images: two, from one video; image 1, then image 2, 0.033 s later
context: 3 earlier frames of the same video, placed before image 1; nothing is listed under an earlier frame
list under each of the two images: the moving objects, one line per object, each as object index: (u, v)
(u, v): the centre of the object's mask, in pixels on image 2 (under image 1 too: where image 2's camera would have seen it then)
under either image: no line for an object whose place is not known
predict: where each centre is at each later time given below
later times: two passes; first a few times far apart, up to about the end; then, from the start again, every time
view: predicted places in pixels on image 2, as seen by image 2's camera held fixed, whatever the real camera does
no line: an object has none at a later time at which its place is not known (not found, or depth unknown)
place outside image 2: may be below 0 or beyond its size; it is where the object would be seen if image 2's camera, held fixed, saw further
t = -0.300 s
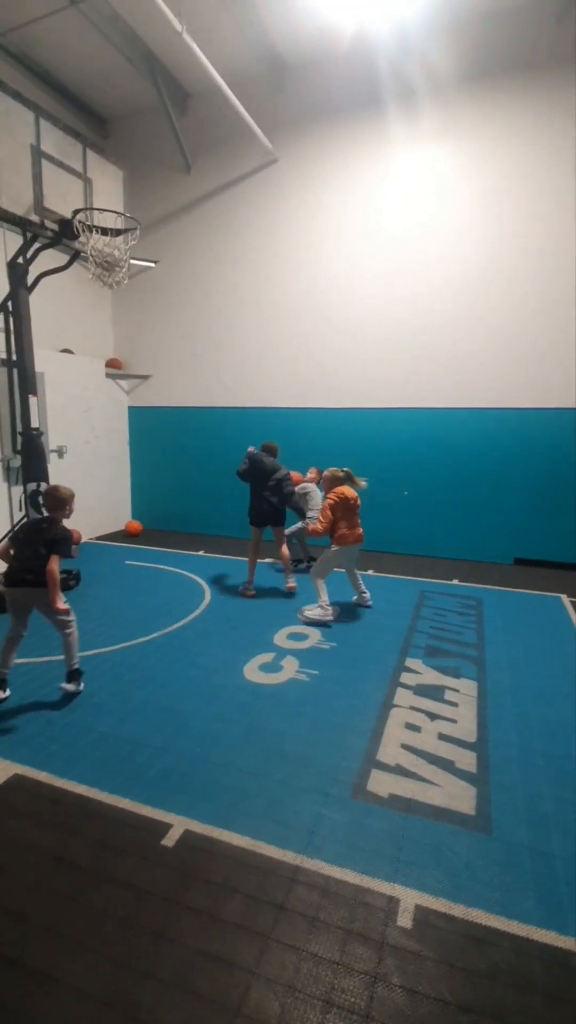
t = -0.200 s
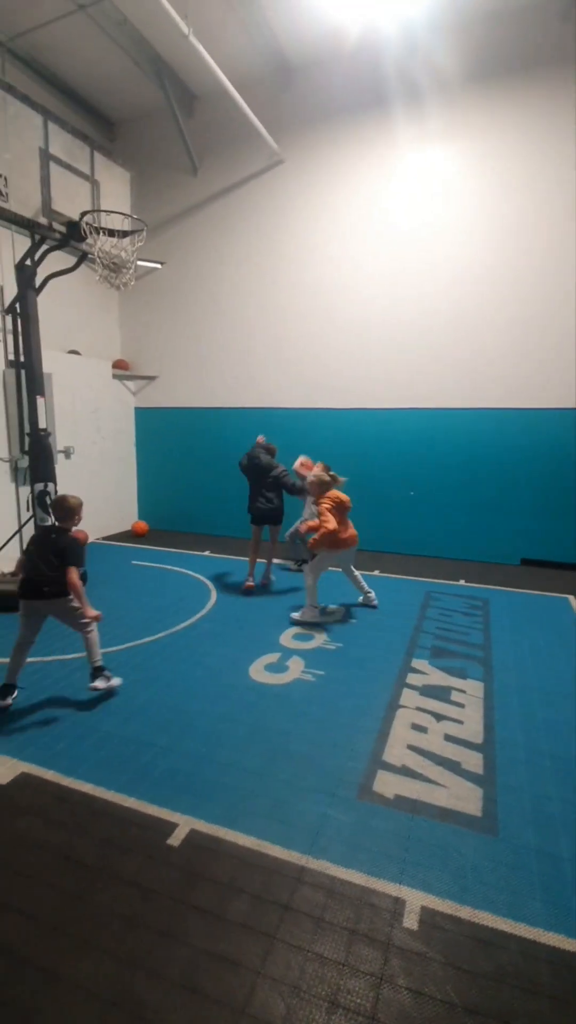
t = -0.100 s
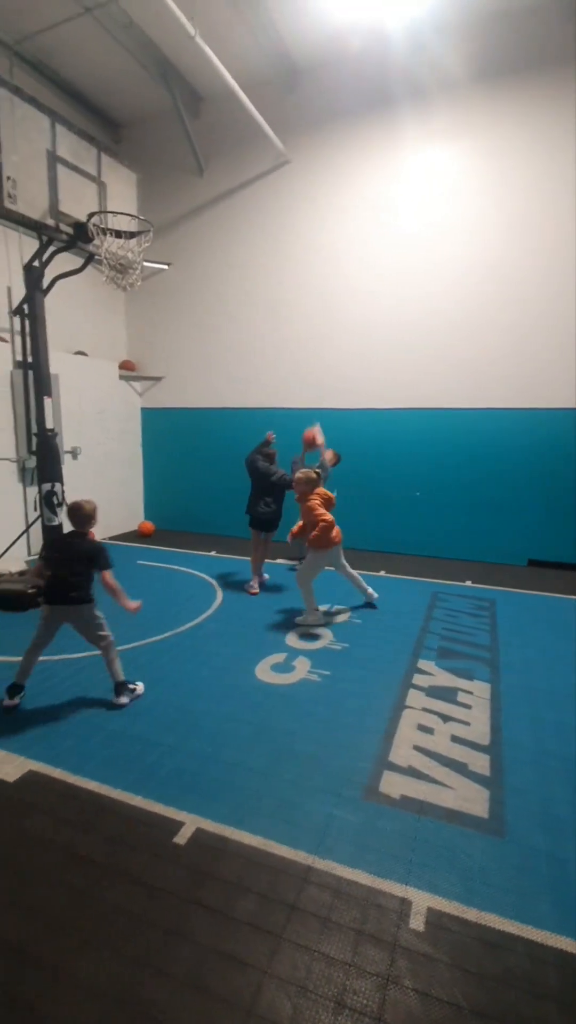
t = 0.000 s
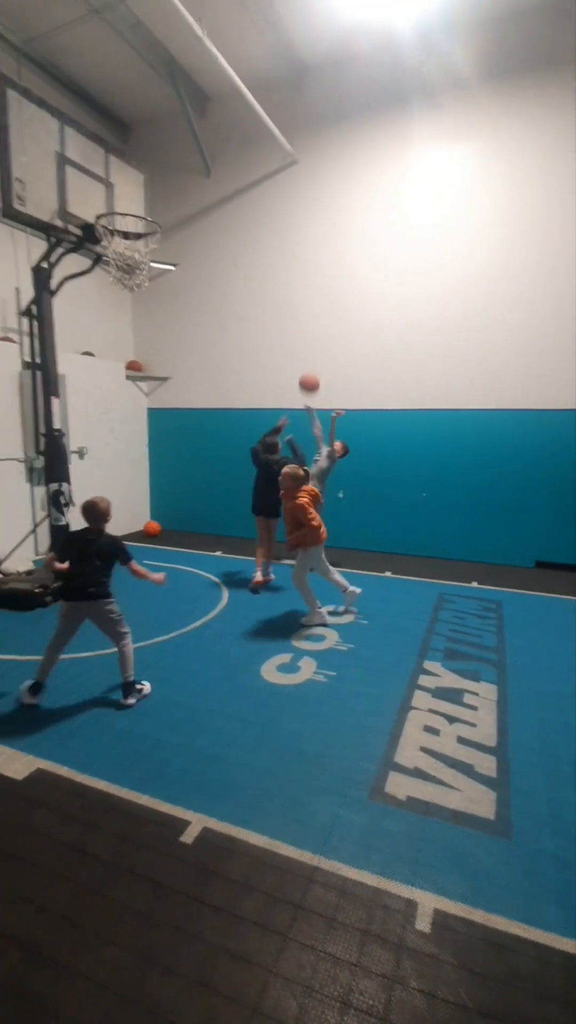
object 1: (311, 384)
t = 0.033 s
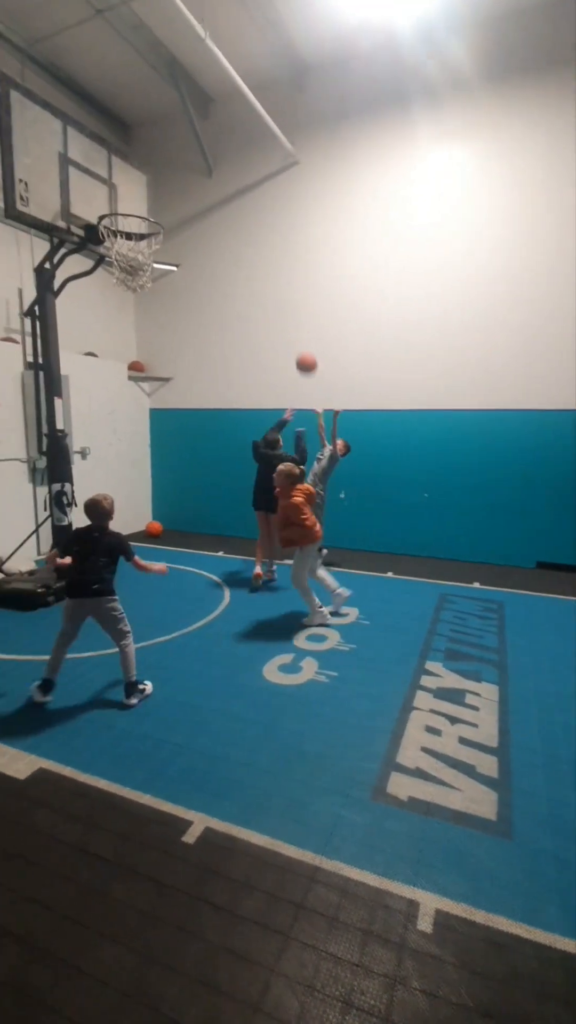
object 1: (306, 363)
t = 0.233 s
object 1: (275, 253)
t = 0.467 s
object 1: (230, 156)
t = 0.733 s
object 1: (164, 118)
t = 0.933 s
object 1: (106, 159)
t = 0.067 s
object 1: (301, 344)
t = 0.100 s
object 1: (297, 325)
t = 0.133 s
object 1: (291, 307)
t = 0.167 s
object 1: (286, 287)
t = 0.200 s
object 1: (281, 270)
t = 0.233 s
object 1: (275, 253)
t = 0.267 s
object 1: (269, 237)
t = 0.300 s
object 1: (263, 221)
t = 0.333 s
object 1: (257, 206)
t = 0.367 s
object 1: (250, 191)
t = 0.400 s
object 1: (244, 179)
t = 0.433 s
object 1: (237, 167)
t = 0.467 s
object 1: (230, 156)
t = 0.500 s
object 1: (222, 147)
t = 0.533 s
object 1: (214, 138)
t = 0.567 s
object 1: (207, 131)
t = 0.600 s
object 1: (199, 125)
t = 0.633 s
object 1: (191, 122)
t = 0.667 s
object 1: (182, 118)
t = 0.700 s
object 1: (173, 117)
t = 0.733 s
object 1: (164, 118)
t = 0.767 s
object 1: (155, 120)
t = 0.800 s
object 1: (145, 124)
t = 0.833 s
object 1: (136, 130)
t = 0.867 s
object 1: (125, 139)
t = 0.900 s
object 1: (116, 148)
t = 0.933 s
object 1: (106, 159)
